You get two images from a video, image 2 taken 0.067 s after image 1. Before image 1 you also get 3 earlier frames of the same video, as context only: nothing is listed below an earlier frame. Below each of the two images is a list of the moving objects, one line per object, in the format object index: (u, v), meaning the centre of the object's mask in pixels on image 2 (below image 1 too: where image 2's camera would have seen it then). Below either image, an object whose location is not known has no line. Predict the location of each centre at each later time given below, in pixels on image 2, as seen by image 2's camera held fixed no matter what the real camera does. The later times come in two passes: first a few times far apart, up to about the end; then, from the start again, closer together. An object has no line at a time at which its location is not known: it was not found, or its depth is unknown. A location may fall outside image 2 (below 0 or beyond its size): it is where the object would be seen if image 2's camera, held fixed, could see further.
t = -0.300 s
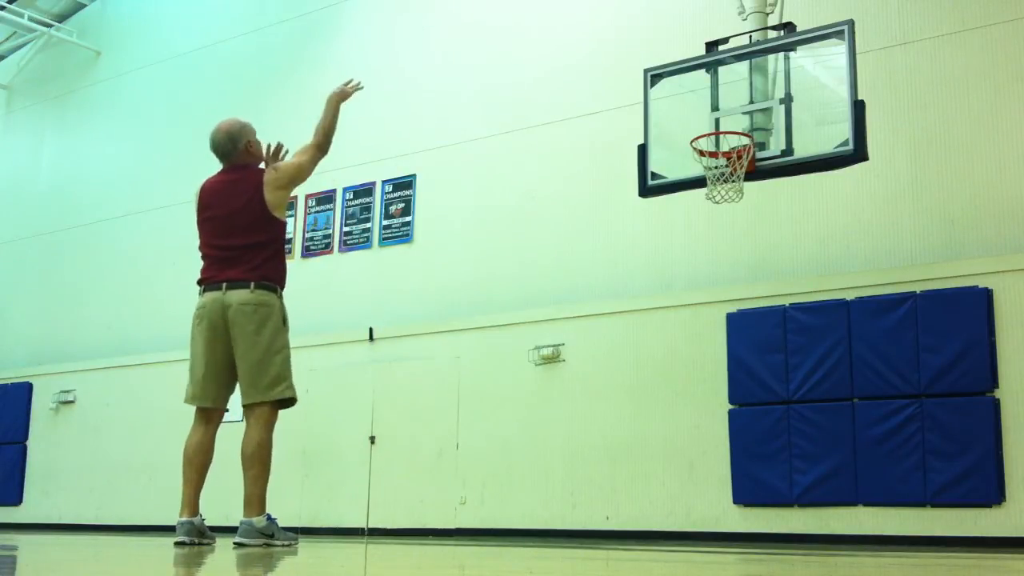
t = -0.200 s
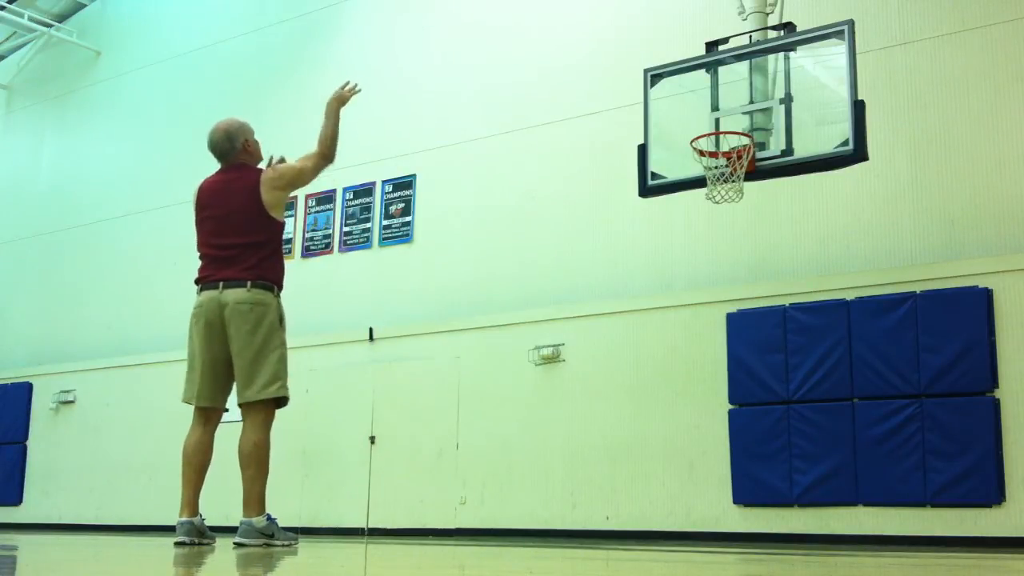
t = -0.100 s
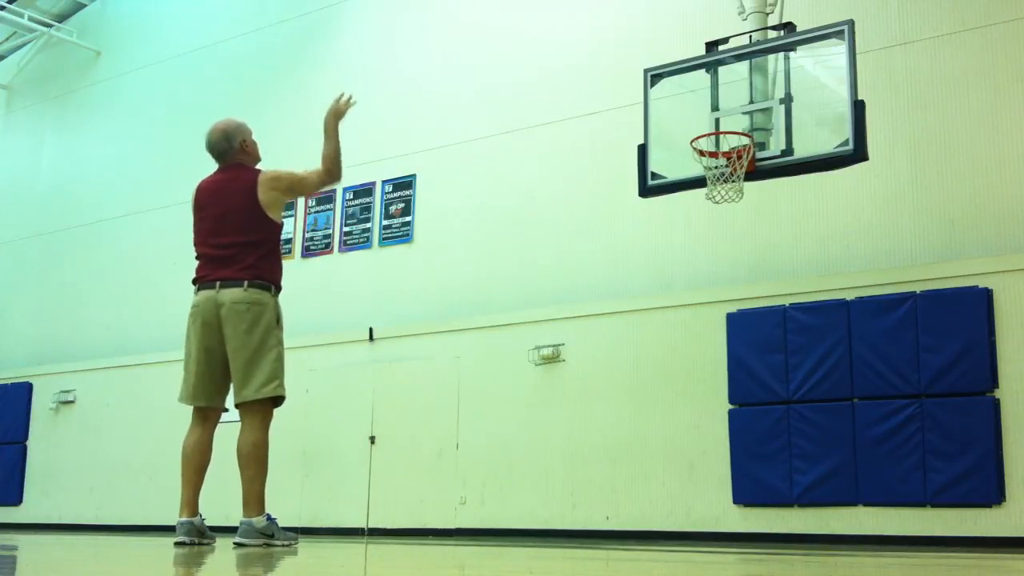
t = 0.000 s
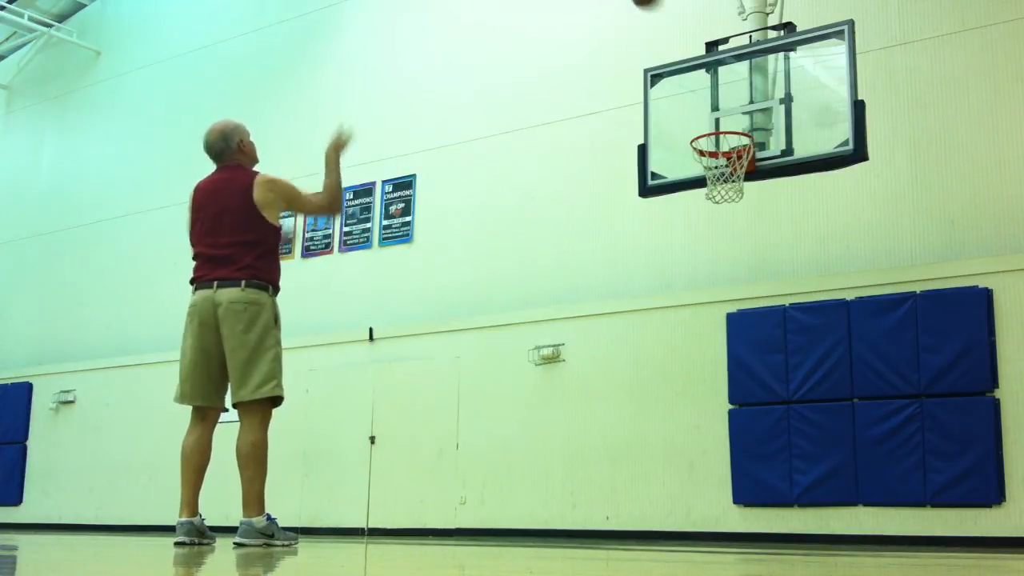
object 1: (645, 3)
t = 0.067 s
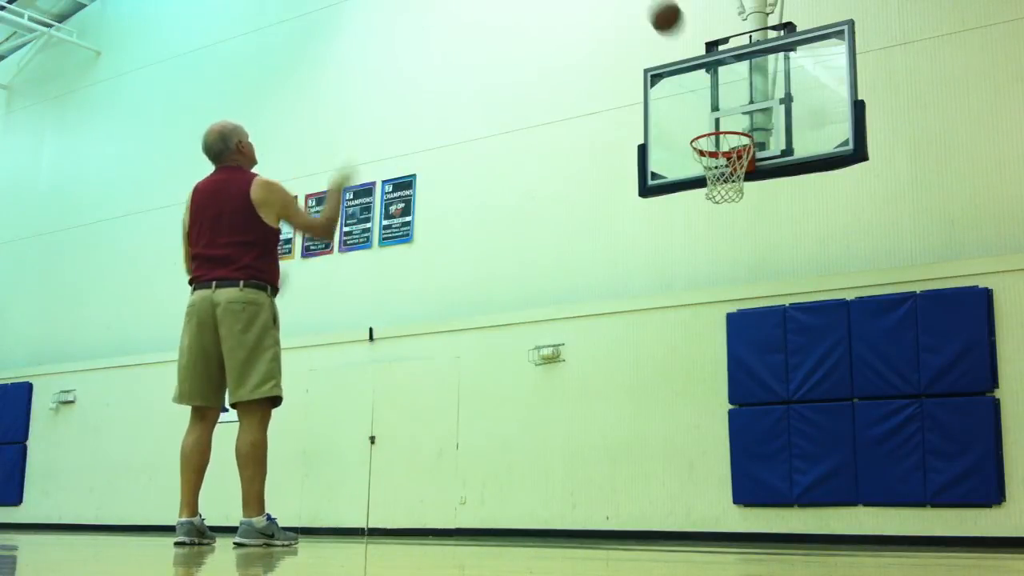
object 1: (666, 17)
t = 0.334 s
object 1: (745, 159)
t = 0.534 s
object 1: (723, 197)
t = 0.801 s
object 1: (697, 254)
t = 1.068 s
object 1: (672, 420)
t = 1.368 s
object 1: (648, 418)
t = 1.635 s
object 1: (632, 338)
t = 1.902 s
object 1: (616, 351)
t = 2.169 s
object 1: (598, 470)
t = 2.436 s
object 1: (577, 439)
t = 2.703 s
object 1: (556, 405)
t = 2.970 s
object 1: (531, 482)
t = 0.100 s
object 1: (676, 31)
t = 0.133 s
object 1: (686, 46)
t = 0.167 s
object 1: (695, 64)
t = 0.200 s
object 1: (704, 81)
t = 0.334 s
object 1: (745, 159)
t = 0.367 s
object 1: (738, 182)
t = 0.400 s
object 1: (736, 187)
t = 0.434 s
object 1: (734, 188)
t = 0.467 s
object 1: (730, 190)
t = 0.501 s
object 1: (726, 193)
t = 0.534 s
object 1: (723, 197)
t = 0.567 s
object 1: (719, 199)
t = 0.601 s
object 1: (716, 201)
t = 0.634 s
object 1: (713, 204)
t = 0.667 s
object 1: (710, 211)
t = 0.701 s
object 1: (707, 219)
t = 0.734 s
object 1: (703, 230)
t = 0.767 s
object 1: (700, 241)
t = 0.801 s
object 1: (697, 254)
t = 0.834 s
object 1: (694, 269)
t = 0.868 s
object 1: (691, 285)
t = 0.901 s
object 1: (688, 302)
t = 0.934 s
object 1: (685, 323)
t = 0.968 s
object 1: (681, 344)
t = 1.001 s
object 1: (678, 367)
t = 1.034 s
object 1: (675, 391)
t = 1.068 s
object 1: (672, 420)
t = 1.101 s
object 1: (669, 449)
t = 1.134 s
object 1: (665, 481)
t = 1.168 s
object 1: (662, 511)
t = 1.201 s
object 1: (658, 513)
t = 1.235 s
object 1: (656, 491)
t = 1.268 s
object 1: (654, 472)
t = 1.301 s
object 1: (652, 453)
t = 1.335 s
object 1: (650, 435)
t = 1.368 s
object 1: (648, 418)
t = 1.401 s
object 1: (646, 403)
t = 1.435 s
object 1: (644, 389)
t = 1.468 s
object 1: (642, 377)
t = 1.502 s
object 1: (640, 367)
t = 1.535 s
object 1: (638, 357)
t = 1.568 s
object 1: (636, 349)
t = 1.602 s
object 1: (634, 343)
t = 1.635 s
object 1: (632, 338)
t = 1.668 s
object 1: (630, 334)
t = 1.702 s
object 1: (628, 332)
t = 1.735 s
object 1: (626, 332)
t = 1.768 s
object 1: (624, 333)
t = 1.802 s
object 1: (622, 335)
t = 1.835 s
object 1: (620, 339)
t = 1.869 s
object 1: (618, 344)
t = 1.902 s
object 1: (616, 351)
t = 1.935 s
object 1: (614, 360)
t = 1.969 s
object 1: (611, 371)
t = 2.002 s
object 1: (609, 382)
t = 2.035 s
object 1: (607, 395)
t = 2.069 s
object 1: (605, 412)
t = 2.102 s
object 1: (603, 430)
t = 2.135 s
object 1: (601, 449)
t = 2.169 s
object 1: (598, 470)
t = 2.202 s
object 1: (596, 495)
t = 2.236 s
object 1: (593, 522)
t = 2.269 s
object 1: (590, 510)
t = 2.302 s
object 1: (588, 493)
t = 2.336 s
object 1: (585, 477)
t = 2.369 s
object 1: (583, 463)
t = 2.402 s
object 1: (580, 450)
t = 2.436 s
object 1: (577, 439)
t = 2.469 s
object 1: (575, 429)
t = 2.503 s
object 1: (572, 421)
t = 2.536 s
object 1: (569, 414)
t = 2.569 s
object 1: (567, 409)
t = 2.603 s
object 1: (564, 406)
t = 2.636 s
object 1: (561, 404)
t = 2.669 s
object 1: (558, 404)
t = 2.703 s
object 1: (556, 405)
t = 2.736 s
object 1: (553, 409)
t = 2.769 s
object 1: (550, 414)
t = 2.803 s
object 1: (547, 421)
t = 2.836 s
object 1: (544, 429)
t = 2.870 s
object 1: (541, 439)
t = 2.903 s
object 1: (538, 451)
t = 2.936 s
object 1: (534, 466)
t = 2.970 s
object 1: (531, 482)
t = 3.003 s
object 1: (528, 500)
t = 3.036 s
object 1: (524, 521)
